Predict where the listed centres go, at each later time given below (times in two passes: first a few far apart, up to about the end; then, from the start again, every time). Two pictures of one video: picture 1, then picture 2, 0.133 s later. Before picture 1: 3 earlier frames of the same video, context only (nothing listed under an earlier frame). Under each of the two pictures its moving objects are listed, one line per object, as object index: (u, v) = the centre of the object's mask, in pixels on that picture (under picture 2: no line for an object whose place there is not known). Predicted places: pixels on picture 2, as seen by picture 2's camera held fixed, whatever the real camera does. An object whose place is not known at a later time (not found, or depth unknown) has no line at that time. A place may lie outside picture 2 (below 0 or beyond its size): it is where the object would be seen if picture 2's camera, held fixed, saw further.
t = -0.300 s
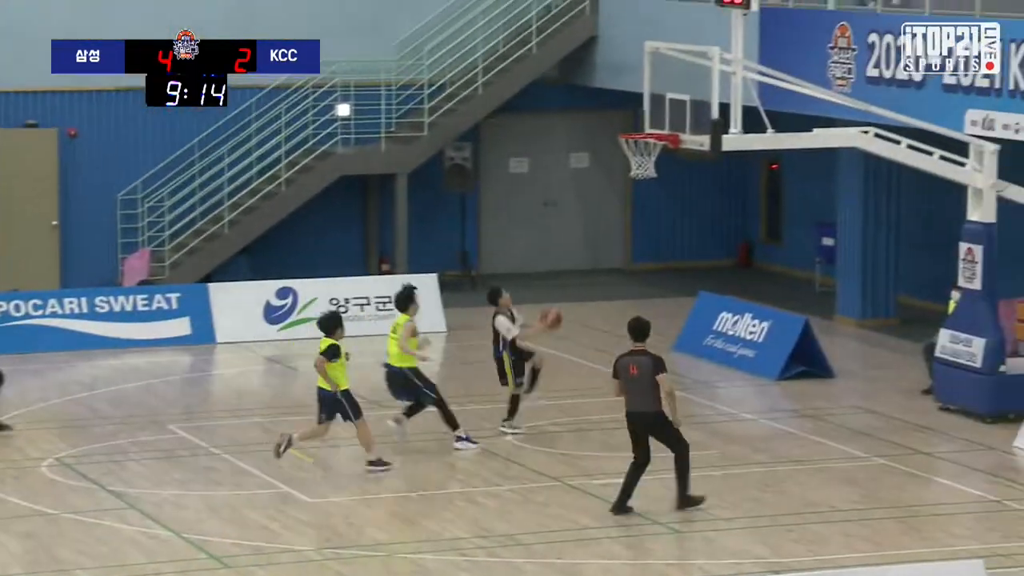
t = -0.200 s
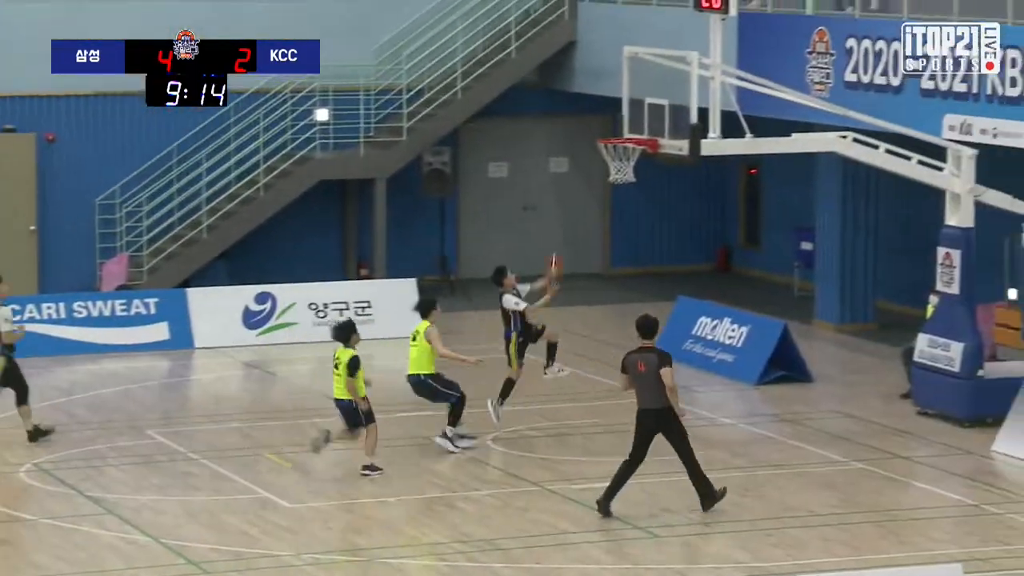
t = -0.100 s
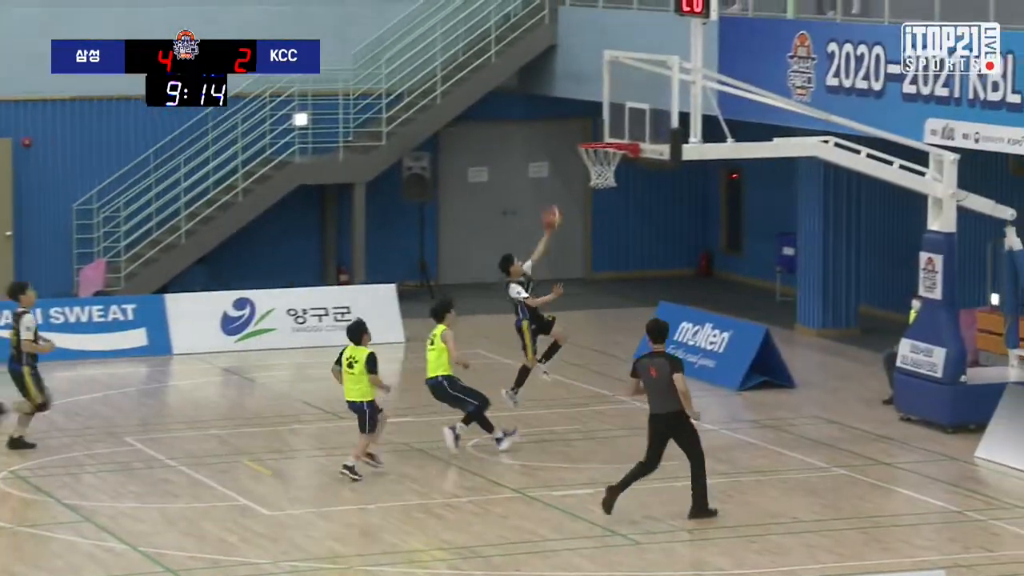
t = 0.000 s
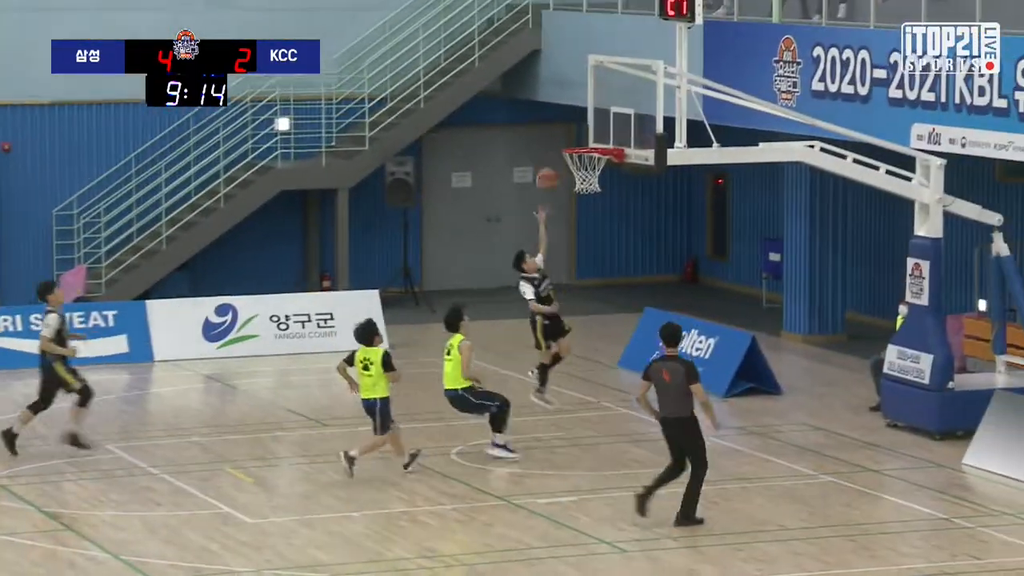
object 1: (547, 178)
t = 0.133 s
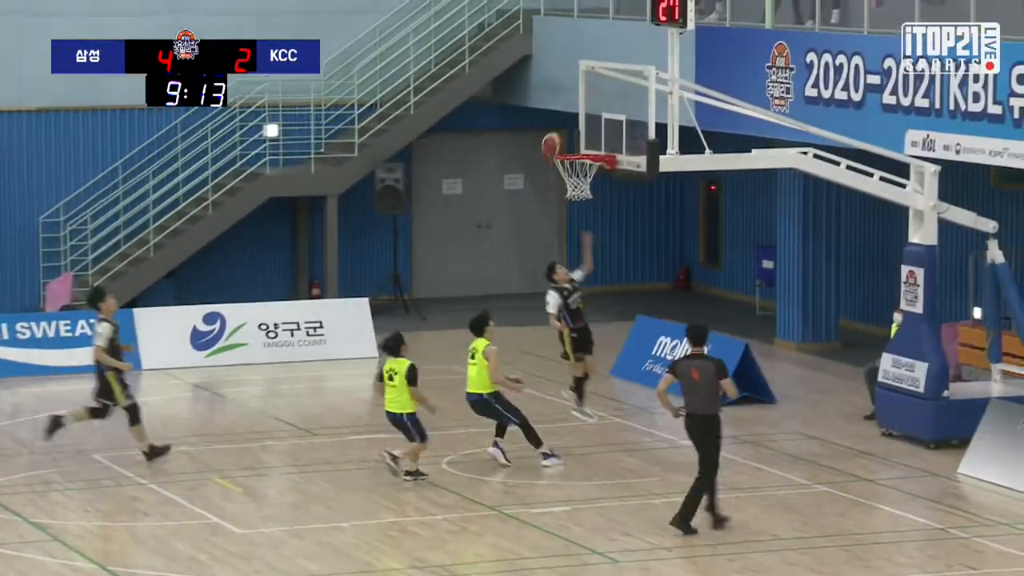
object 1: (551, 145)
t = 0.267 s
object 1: (565, 120)
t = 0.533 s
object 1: (589, 117)
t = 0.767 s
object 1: (580, 142)
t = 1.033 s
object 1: (575, 150)
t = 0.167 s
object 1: (556, 136)
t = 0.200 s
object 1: (559, 129)
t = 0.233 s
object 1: (562, 123)
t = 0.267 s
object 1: (565, 120)
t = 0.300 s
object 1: (569, 116)
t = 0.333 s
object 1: (573, 113)
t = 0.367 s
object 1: (576, 111)
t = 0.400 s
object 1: (580, 111)
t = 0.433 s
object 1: (583, 112)
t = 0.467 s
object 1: (587, 113)
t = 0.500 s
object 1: (590, 115)
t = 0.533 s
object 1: (589, 117)
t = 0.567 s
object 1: (588, 119)
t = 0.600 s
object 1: (587, 123)
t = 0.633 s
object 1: (585, 127)
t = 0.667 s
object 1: (584, 133)
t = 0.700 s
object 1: (583, 140)
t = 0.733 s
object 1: (582, 143)
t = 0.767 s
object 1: (580, 142)
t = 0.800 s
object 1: (578, 142)
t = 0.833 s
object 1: (576, 143)
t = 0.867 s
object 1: (574, 145)
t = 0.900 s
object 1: (573, 147)
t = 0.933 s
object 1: (571, 150)
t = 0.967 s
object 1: (572, 150)
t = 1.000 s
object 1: (574, 149)
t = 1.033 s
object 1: (575, 150)
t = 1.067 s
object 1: (577, 150)
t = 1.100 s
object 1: (578, 152)
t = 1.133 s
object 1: (579, 154)
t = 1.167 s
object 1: (579, 166)
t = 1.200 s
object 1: (579, 169)
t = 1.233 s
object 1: (583, 169)
